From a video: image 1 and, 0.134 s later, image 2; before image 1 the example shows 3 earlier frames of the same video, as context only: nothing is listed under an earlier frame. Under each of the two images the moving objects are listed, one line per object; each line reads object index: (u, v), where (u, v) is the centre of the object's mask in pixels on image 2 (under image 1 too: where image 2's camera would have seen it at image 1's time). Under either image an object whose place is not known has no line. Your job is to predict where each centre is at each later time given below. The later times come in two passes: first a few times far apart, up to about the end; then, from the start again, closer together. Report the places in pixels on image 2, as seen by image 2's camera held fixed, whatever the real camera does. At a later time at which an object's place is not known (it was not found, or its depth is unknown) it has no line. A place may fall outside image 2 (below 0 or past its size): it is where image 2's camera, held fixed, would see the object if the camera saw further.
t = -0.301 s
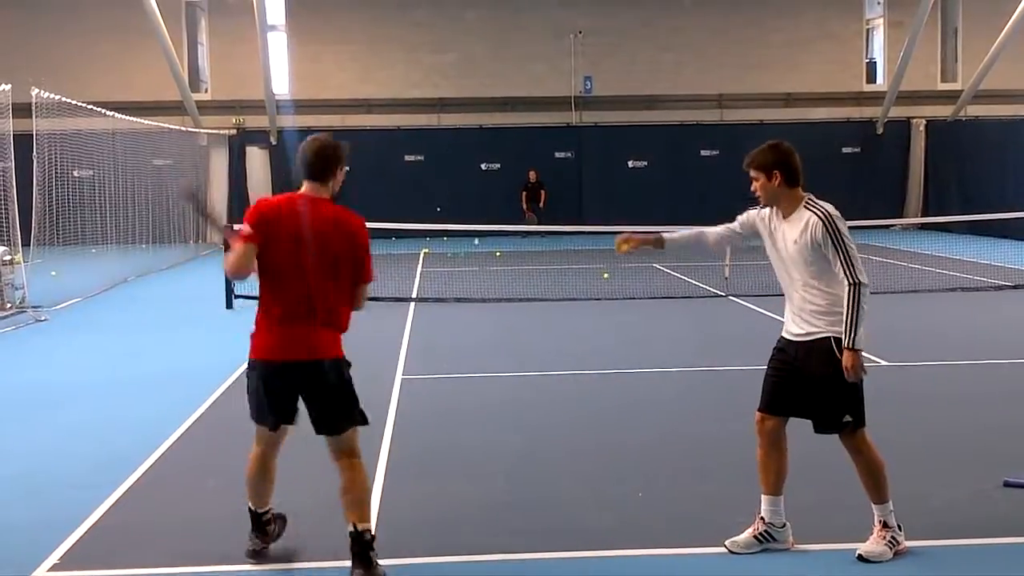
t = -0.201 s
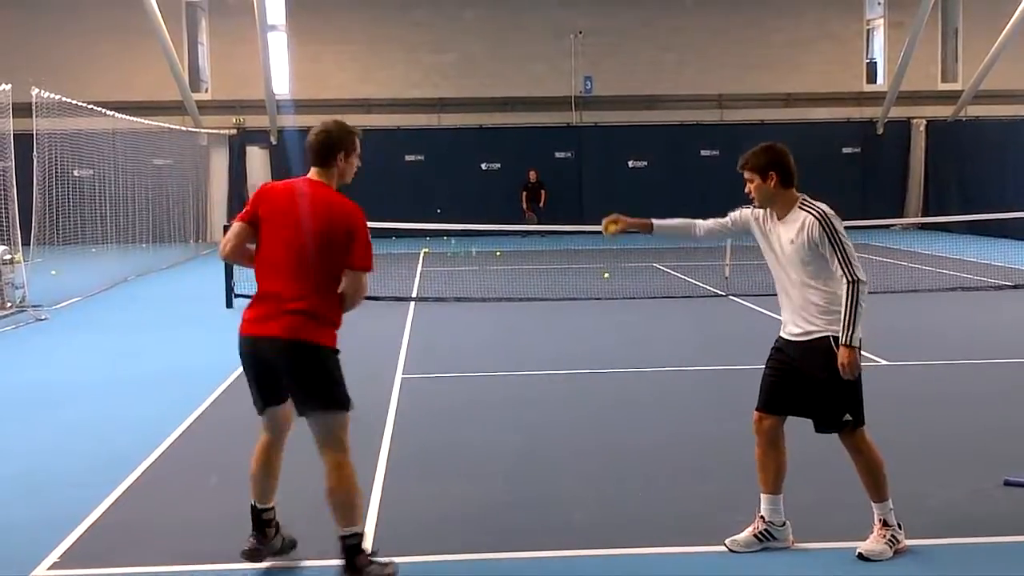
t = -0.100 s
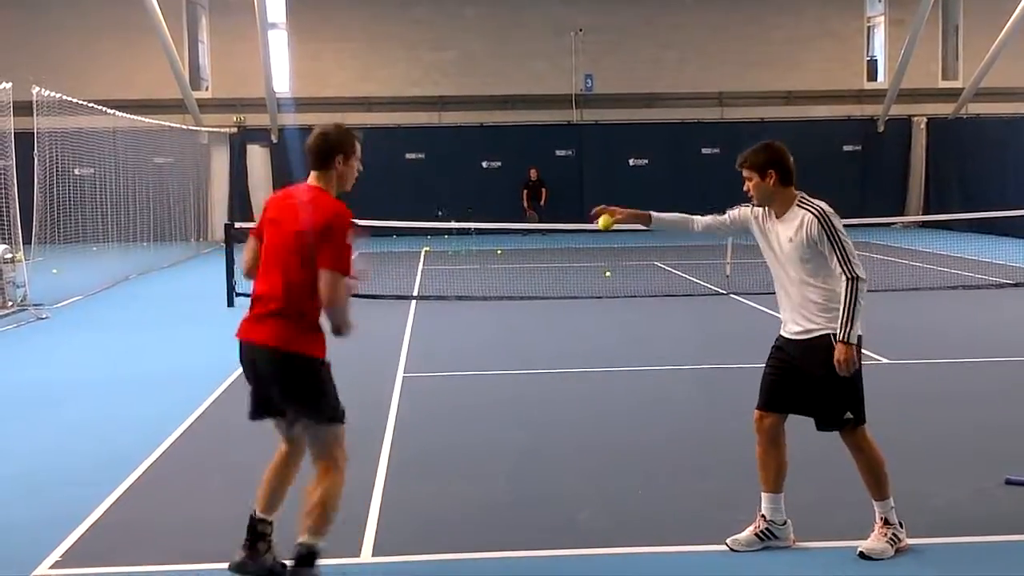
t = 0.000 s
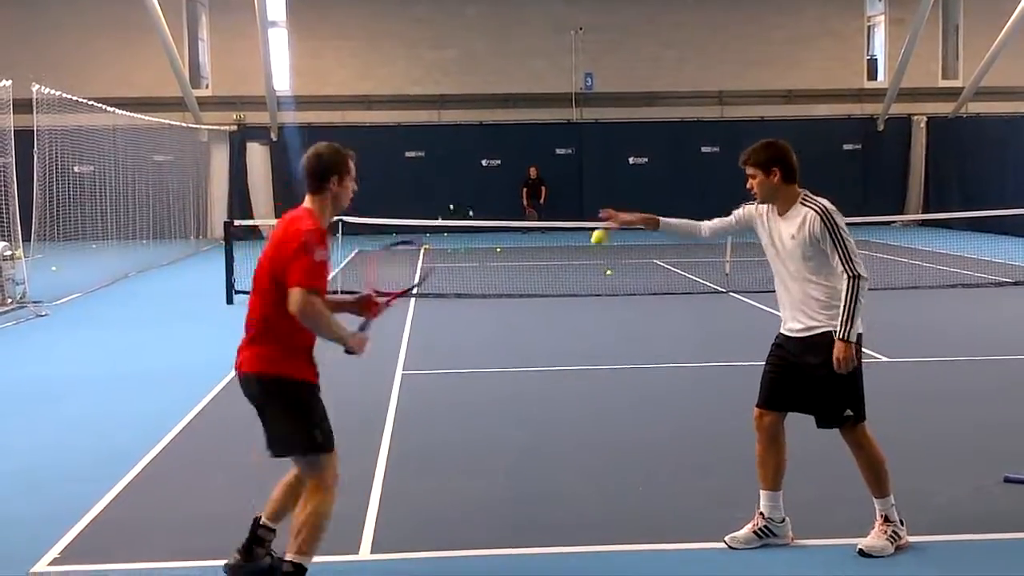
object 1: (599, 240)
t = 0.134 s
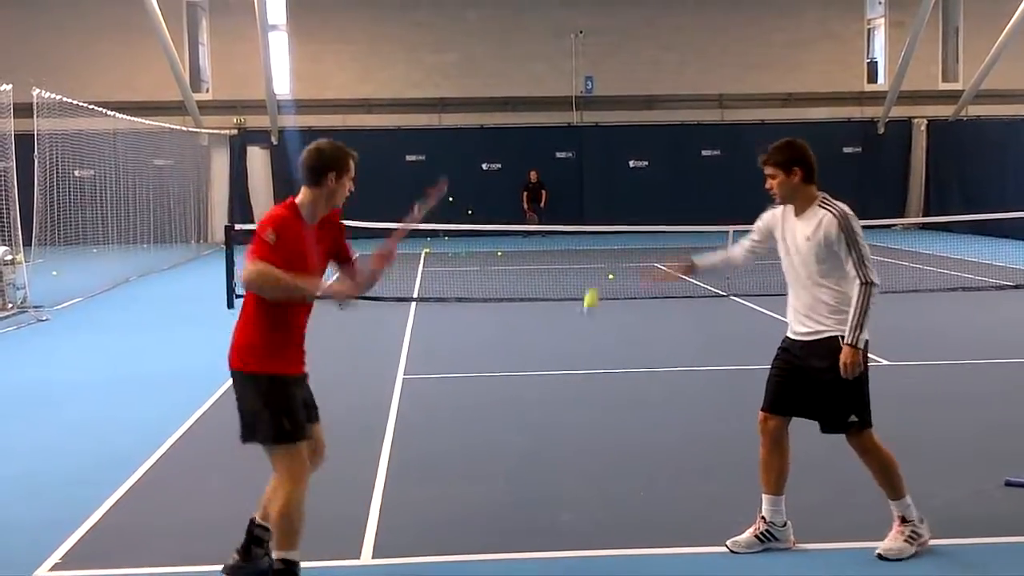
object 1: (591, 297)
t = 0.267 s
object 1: (581, 400)
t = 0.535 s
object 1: (570, 439)
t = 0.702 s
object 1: (569, 366)
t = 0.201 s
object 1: (587, 342)
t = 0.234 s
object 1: (584, 369)
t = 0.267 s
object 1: (581, 400)
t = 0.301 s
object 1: (578, 432)
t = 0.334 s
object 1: (576, 468)
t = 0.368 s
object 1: (573, 507)
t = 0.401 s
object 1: (570, 537)
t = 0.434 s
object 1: (569, 511)
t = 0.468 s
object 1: (569, 484)
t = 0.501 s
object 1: (569, 461)
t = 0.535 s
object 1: (570, 439)
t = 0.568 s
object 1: (569, 419)
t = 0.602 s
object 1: (569, 402)
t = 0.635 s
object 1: (569, 387)
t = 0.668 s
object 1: (569, 376)
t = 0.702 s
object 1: (569, 366)
